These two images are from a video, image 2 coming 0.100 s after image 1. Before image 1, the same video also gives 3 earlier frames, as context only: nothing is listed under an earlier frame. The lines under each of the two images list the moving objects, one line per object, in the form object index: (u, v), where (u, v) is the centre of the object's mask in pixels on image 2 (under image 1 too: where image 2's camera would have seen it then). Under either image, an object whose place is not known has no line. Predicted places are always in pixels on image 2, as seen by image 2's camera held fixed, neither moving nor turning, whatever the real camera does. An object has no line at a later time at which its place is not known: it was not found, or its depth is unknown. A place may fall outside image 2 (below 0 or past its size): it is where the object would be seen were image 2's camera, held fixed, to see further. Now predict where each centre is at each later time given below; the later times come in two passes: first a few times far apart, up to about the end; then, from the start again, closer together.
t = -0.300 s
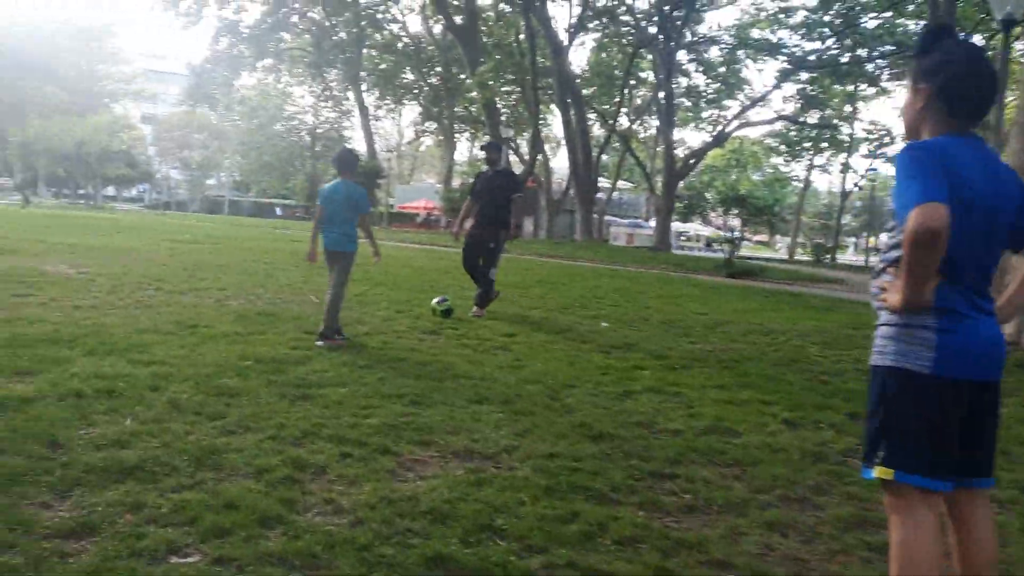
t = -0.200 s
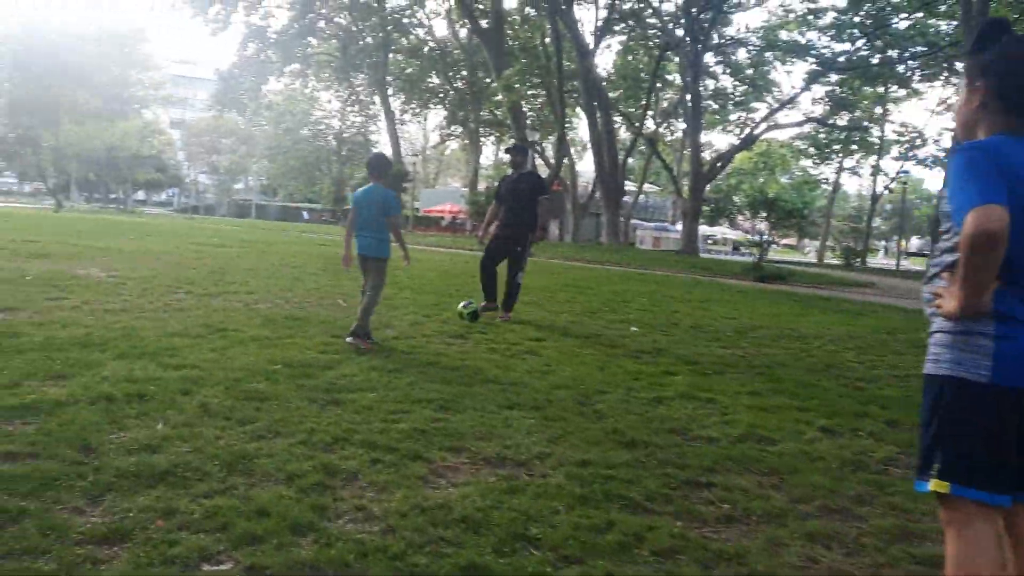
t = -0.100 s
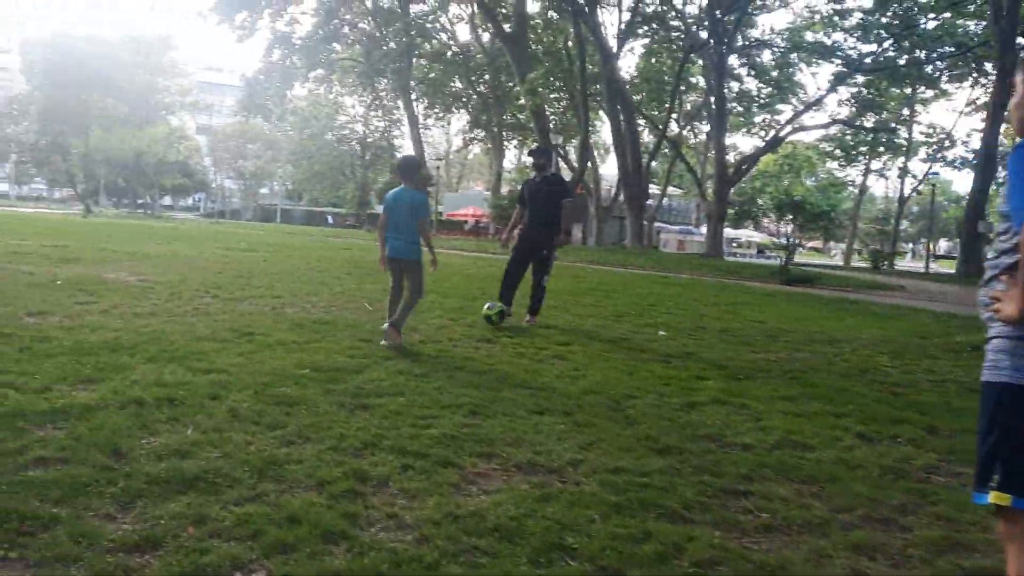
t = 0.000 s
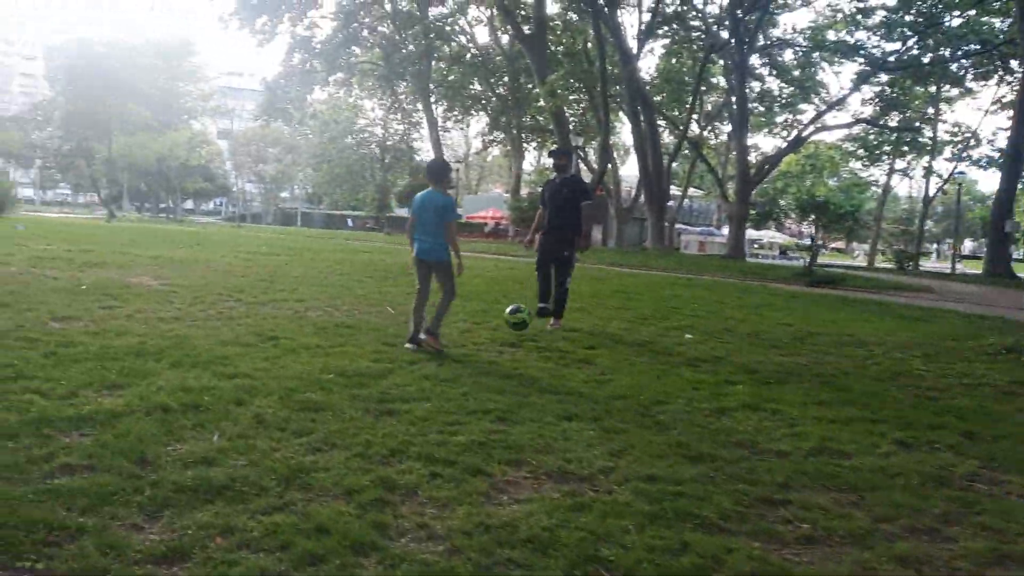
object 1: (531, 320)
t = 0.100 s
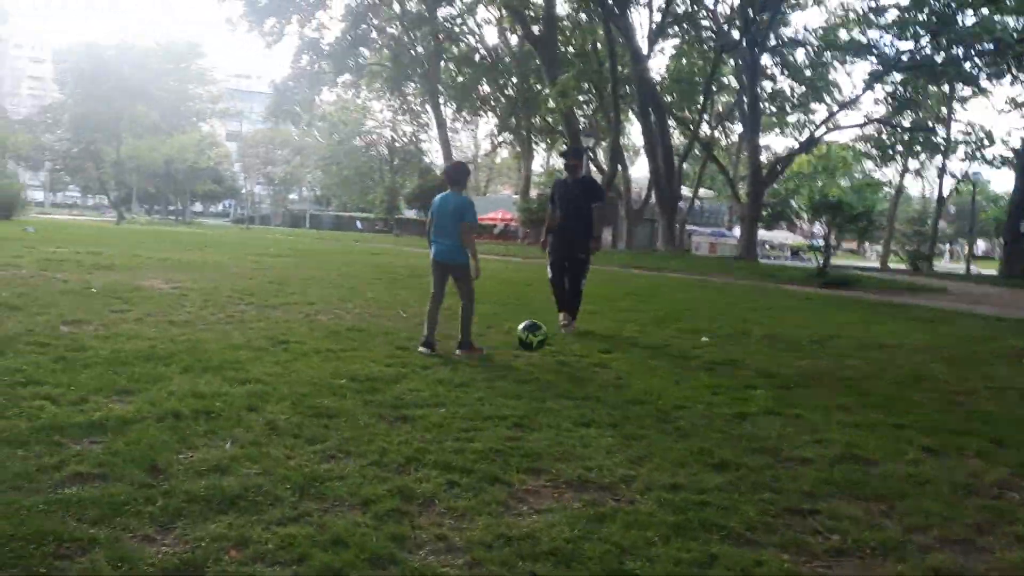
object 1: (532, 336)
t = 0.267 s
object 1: (528, 361)
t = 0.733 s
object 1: (518, 428)
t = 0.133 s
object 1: (532, 345)
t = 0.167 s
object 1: (531, 356)
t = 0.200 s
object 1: (530, 367)
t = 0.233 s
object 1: (528, 364)
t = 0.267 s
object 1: (528, 361)
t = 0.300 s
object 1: (529, 363)
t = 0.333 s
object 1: (529, 365)
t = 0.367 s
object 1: (527, 370)
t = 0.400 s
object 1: (525, 377)
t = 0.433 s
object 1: (525, 387)
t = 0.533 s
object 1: (522, 412)
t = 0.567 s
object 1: (521, 409)
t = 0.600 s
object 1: (521, 408)
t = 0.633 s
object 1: (521, 408)
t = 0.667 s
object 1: (521, 411)
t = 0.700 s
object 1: (519, 418)
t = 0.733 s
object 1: (518, 428)
